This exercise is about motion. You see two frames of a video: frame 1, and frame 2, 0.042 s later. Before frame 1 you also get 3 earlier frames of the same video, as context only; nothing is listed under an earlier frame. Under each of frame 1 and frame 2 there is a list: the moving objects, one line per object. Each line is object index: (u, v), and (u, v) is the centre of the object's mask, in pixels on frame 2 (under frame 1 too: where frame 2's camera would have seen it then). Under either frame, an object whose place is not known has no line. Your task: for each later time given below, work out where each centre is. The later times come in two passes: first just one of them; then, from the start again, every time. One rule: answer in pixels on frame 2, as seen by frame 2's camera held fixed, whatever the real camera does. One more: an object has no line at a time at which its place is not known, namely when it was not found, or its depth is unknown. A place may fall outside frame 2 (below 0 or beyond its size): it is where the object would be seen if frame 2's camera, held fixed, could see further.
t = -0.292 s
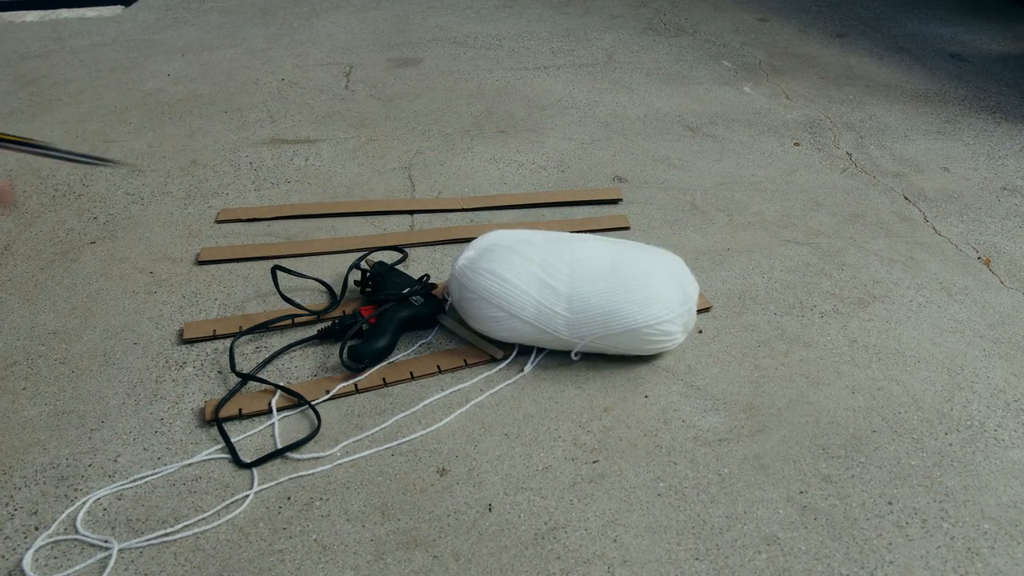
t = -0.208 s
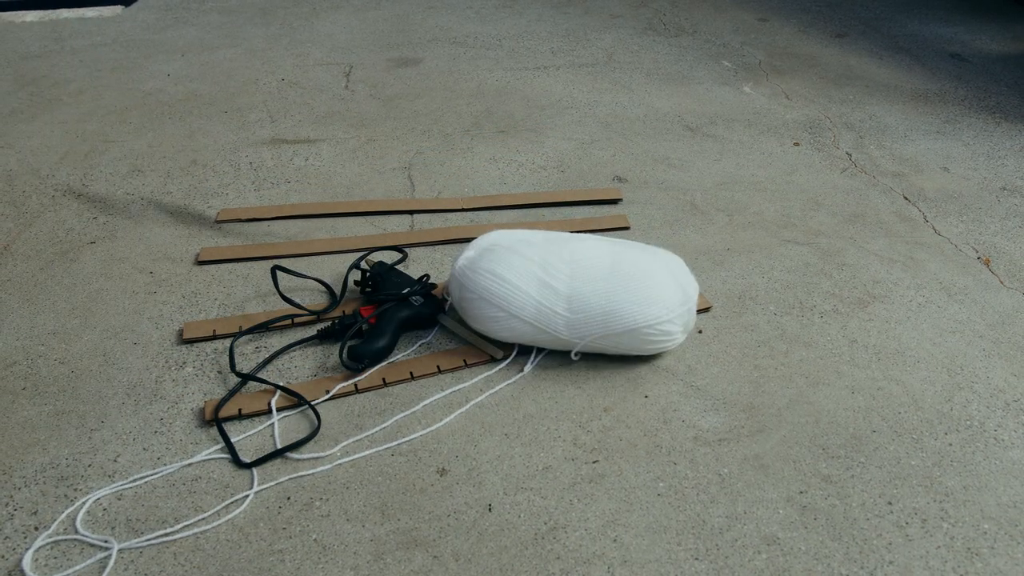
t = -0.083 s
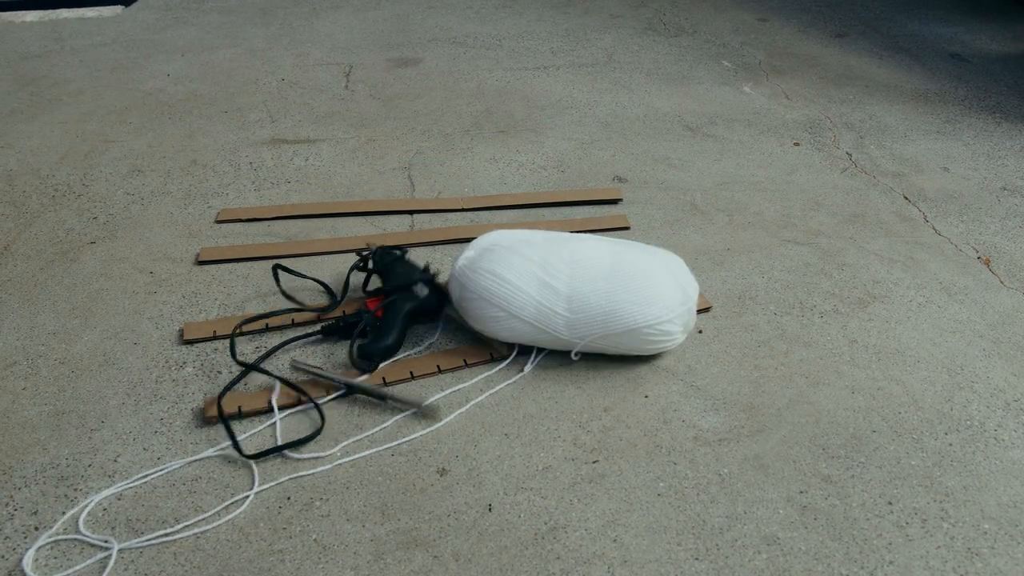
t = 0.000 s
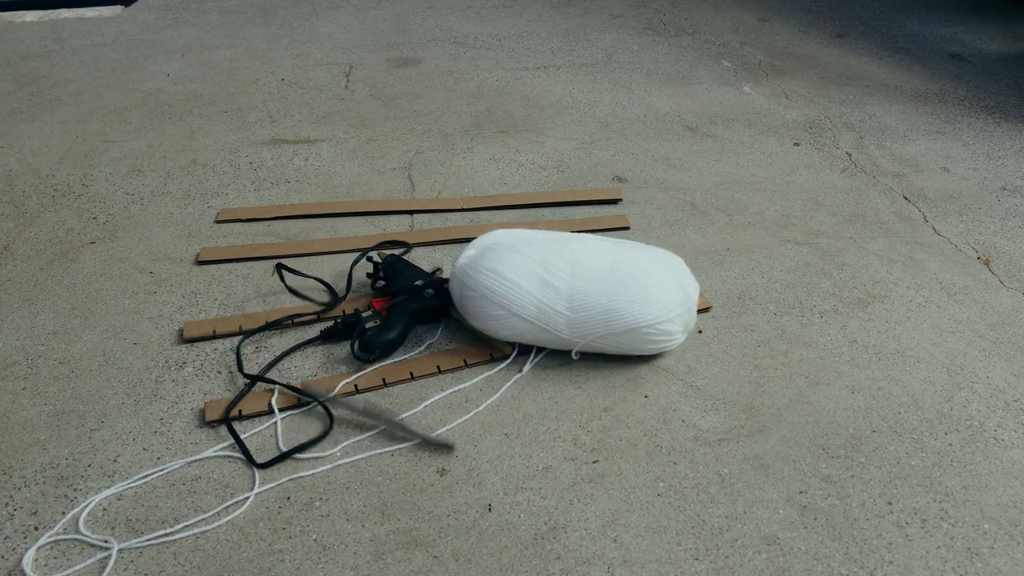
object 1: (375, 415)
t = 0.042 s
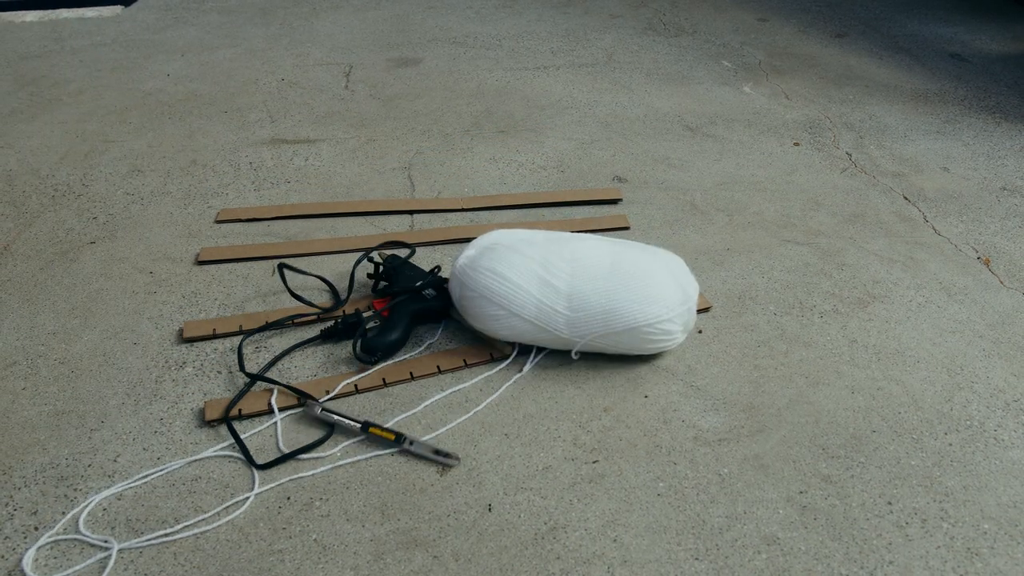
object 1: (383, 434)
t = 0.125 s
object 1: (379, 440)
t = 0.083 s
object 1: (381, 440)
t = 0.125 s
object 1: (379, 440)
